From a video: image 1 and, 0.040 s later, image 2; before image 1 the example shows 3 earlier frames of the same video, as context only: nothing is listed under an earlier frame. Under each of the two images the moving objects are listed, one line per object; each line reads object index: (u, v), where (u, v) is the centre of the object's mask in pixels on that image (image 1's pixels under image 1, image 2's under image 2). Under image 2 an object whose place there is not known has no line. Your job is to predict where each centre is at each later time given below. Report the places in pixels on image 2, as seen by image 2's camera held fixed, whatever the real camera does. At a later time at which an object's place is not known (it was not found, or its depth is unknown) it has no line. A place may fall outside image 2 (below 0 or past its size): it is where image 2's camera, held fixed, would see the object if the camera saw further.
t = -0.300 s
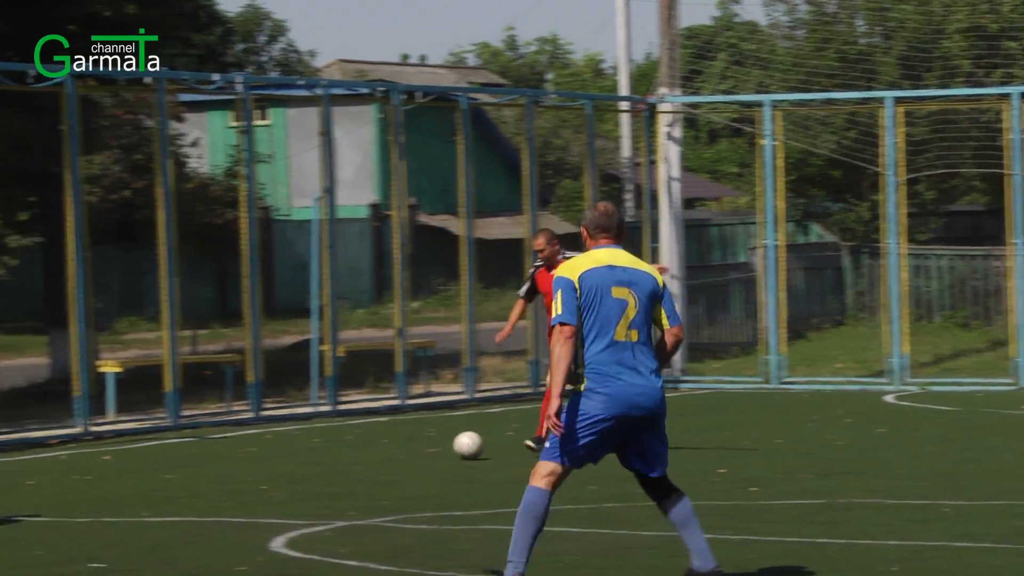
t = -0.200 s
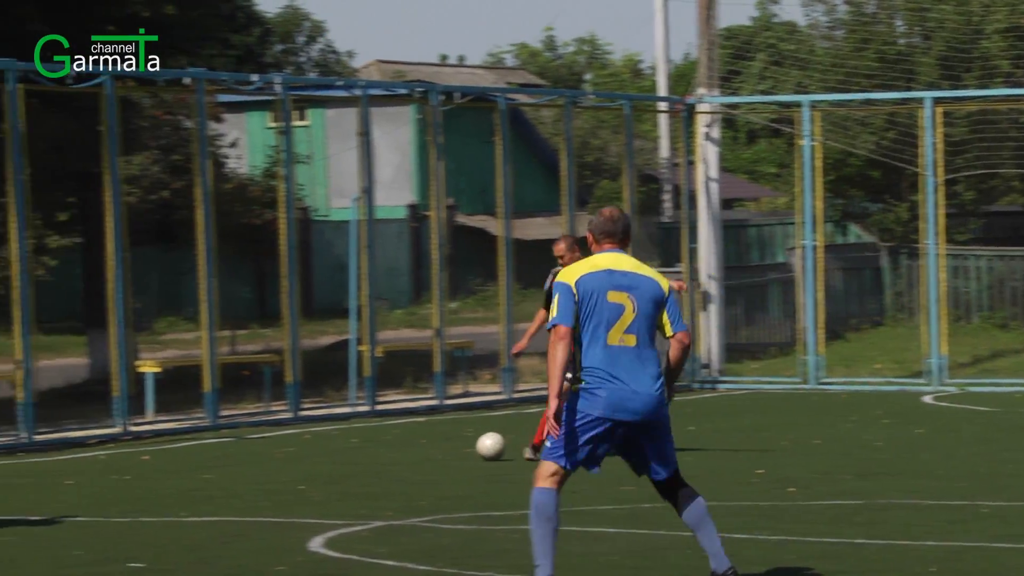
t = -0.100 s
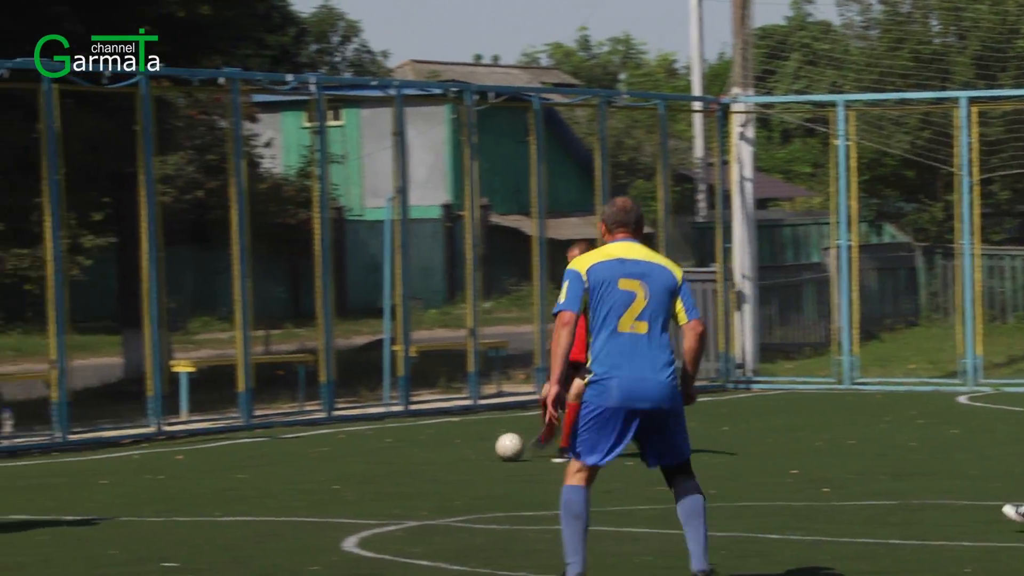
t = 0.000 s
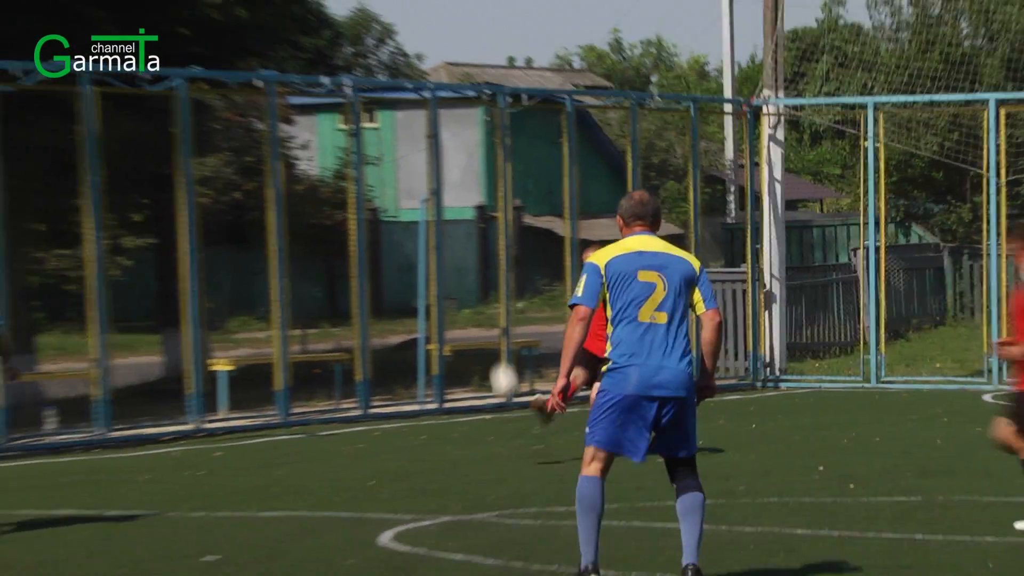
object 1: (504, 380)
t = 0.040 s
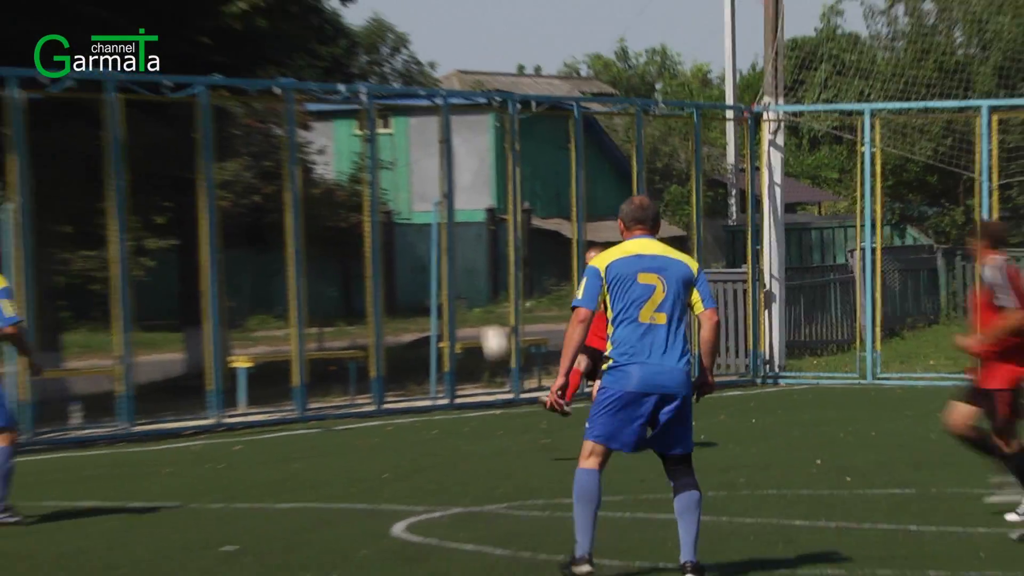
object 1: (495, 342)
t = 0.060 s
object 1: (485, 321)
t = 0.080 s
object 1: (476, 307)
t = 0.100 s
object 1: (467, 289)
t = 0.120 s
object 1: (459, 271)
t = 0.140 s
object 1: (451, 255)
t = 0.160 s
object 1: (442, 239)
